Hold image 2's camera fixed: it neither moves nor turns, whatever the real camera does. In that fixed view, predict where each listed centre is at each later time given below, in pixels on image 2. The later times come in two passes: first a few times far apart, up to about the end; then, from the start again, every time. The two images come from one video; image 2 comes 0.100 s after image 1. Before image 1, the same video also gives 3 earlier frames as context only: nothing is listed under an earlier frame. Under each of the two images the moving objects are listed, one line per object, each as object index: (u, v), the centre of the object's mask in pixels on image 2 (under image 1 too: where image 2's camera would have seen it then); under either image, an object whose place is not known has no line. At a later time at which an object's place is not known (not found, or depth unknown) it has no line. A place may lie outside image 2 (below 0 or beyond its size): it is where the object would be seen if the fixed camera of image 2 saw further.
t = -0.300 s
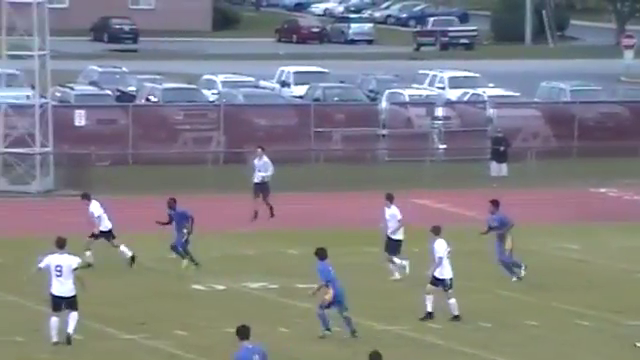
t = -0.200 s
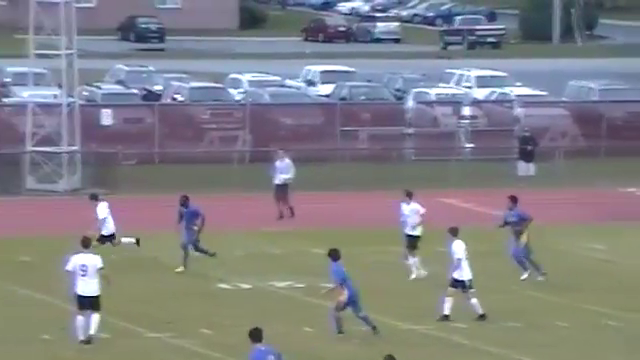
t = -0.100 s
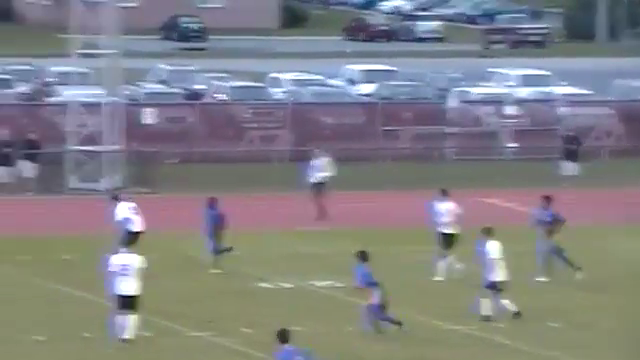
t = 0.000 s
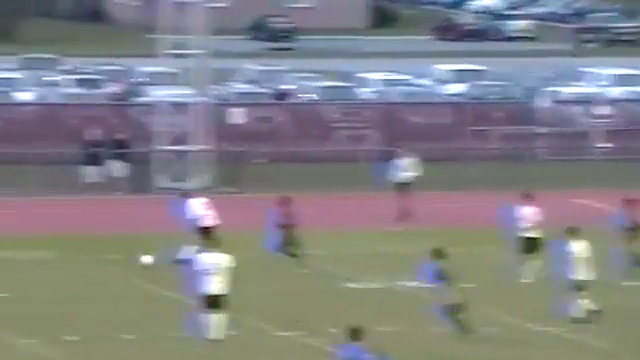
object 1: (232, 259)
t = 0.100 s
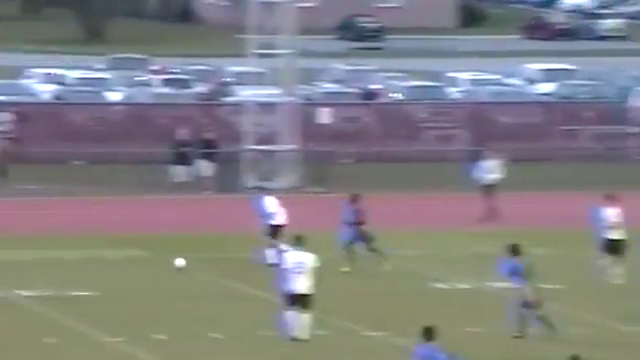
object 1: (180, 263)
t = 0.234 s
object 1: (114, 269)
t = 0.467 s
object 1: (12, 277)
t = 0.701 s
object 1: (-75, 284)
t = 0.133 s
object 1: (162, 266)
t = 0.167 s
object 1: (146, 268)
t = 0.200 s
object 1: (129, 269)
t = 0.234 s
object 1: (114, 269)
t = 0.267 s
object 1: (99, 271)
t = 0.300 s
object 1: (82, 272)
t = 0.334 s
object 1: (68, 274)
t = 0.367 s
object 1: (54, 274)
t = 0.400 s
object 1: (39, 275)
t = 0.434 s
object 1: (25, 277)
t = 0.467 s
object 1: (12, 277)
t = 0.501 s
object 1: (-2, 278)
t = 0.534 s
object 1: (-15, 279)
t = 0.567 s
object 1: (-27, 279)
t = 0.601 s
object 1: (-39, 281)
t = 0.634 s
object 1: (-52, 282)
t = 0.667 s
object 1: (-64, 284)
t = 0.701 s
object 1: (-75, 284)
